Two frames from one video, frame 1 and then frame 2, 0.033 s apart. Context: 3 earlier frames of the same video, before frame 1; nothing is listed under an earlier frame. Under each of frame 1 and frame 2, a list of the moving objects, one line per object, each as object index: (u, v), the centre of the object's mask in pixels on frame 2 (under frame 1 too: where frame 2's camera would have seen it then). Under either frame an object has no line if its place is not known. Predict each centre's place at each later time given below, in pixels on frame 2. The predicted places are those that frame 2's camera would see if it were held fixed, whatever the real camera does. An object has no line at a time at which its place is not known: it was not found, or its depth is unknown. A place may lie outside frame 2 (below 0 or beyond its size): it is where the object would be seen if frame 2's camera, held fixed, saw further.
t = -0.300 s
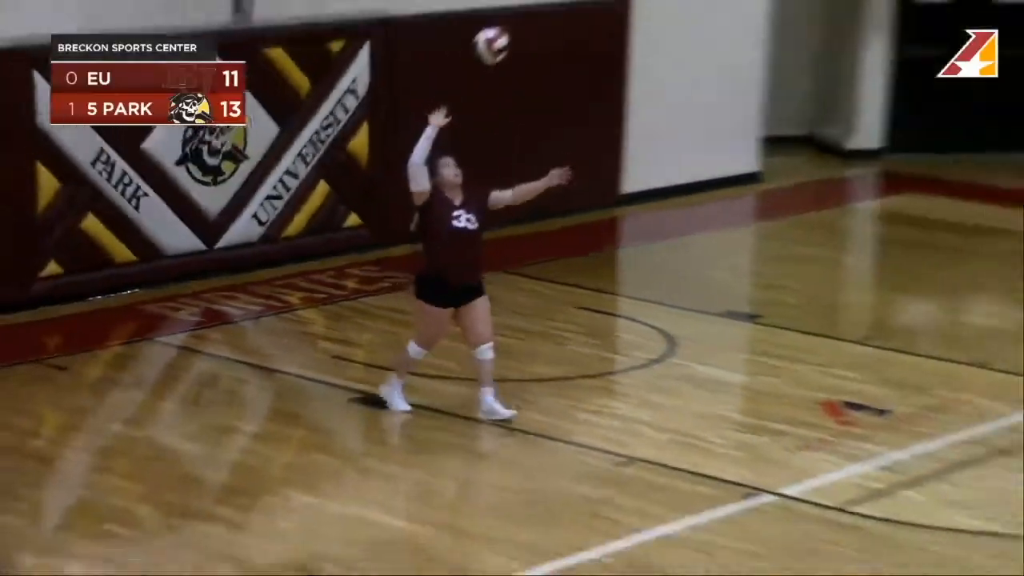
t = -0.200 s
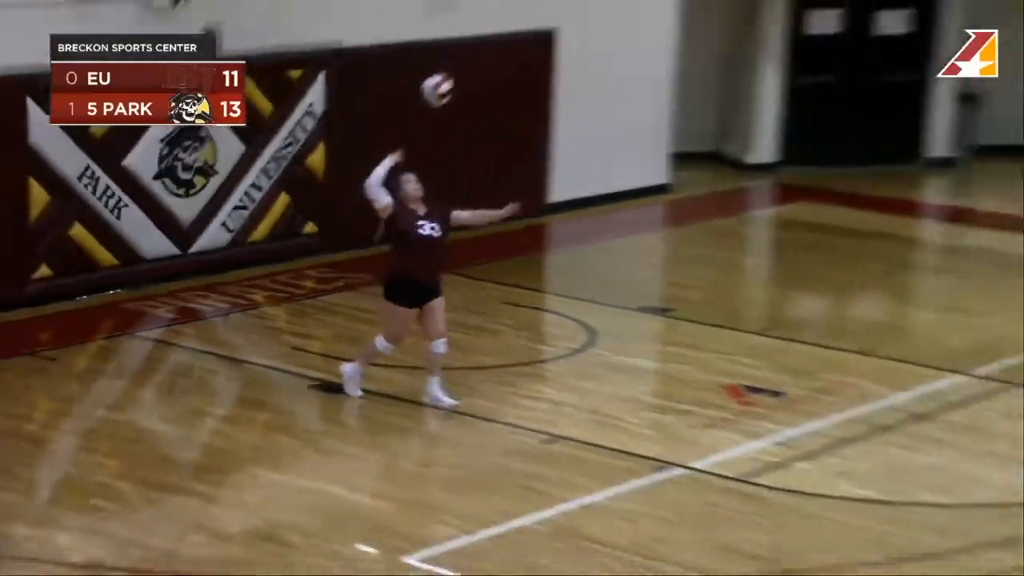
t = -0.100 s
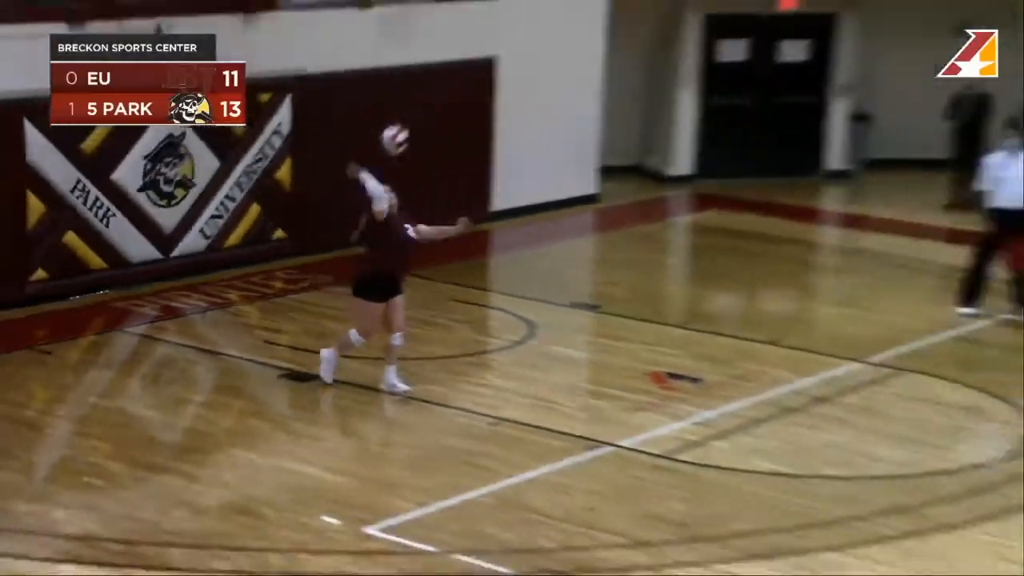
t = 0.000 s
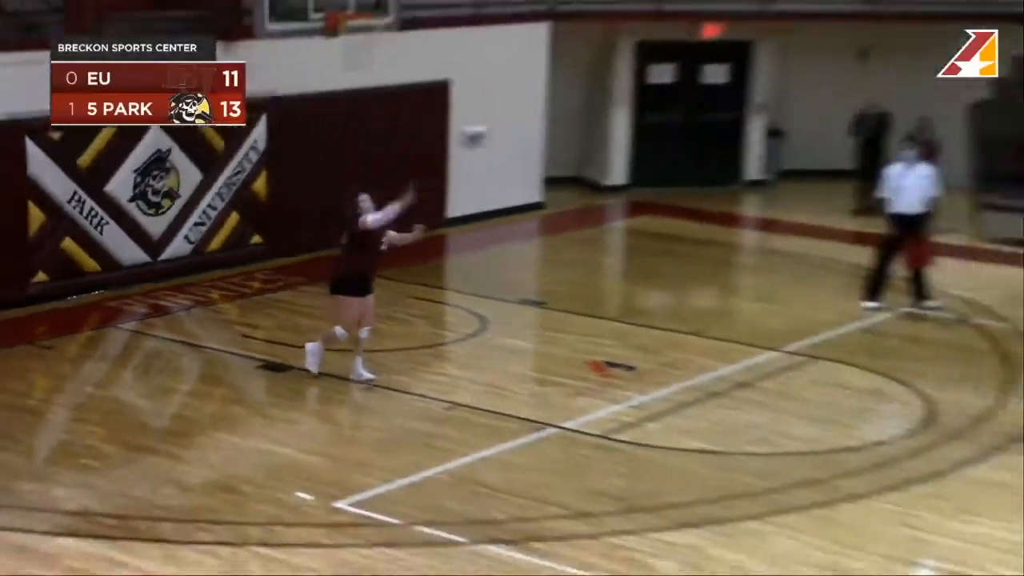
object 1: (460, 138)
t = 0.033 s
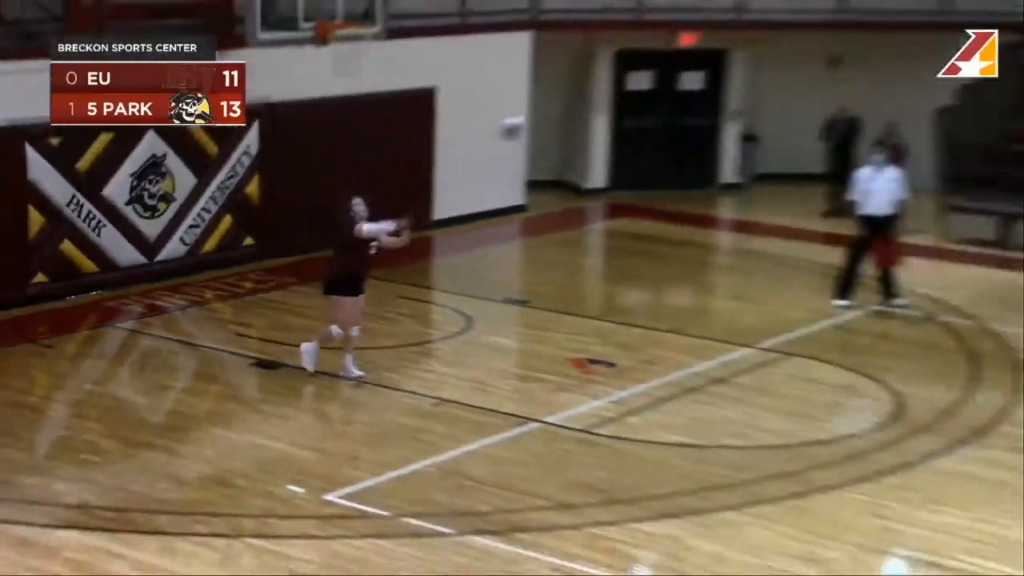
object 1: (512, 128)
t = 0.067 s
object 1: (561, 116)
